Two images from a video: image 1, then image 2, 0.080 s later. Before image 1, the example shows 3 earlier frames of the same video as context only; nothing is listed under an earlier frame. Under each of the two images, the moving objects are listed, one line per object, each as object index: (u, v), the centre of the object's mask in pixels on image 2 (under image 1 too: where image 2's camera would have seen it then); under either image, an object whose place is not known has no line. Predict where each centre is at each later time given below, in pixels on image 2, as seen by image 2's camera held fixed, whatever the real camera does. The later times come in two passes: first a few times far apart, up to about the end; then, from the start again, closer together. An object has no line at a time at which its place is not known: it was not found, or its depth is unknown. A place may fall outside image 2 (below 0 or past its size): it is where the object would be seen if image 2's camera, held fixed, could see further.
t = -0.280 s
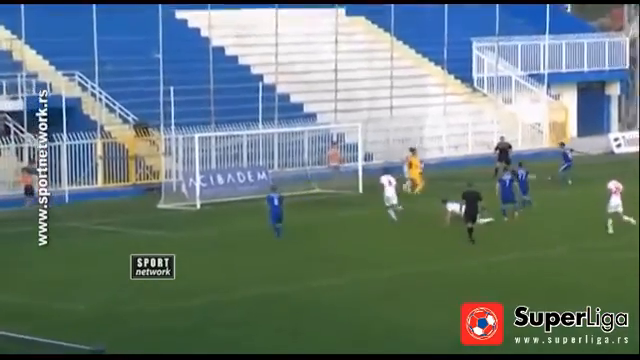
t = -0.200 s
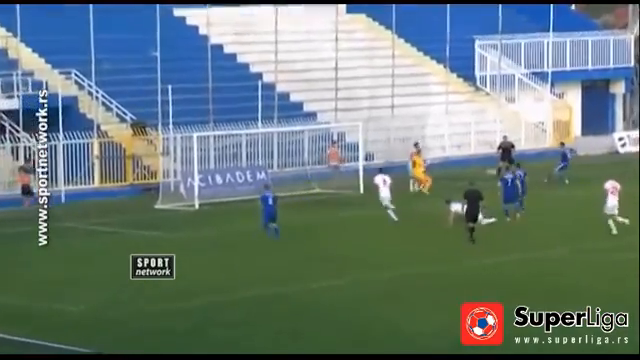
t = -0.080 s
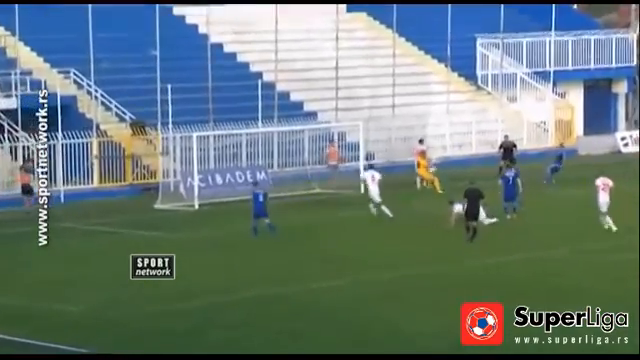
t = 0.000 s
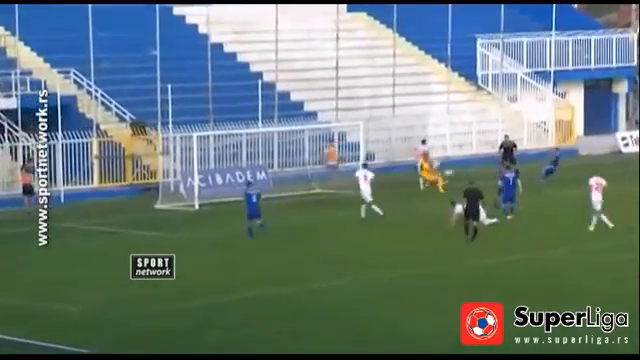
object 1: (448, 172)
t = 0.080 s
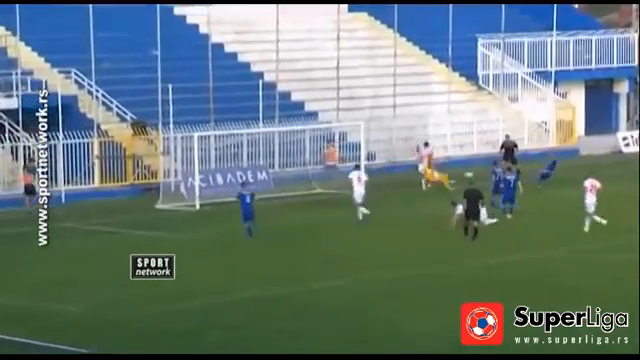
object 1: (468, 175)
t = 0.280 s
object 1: (517, 188)
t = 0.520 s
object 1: (566, 175)
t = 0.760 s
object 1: (615, 180)
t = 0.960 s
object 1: (653, 180)
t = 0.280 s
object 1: (517, 188)
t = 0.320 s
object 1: (524, 185)
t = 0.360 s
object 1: (533, 182)
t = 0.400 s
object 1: (541, 180)
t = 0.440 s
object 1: (550, 177)
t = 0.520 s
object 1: (566, 175)
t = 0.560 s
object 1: (574, 176)
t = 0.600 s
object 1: (583, 175)
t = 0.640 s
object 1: (591, 175)
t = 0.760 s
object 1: (615, 180)
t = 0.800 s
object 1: (622, 181)
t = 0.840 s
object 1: (631, 184)
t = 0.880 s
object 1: (638, 184)
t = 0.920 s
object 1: (646, 182)
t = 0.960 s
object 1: (653, 180)
